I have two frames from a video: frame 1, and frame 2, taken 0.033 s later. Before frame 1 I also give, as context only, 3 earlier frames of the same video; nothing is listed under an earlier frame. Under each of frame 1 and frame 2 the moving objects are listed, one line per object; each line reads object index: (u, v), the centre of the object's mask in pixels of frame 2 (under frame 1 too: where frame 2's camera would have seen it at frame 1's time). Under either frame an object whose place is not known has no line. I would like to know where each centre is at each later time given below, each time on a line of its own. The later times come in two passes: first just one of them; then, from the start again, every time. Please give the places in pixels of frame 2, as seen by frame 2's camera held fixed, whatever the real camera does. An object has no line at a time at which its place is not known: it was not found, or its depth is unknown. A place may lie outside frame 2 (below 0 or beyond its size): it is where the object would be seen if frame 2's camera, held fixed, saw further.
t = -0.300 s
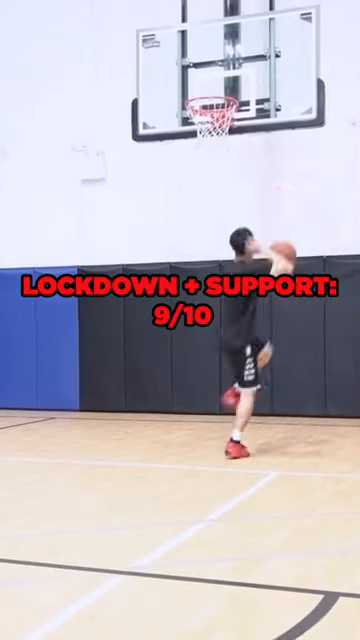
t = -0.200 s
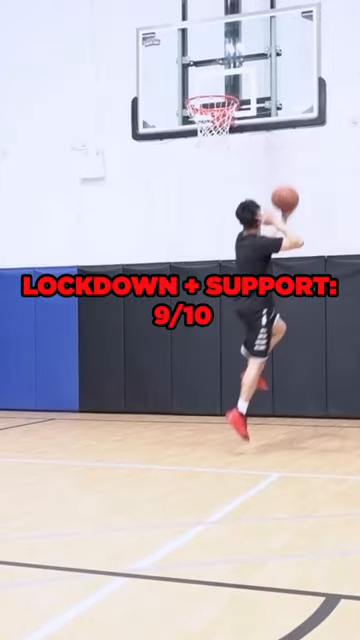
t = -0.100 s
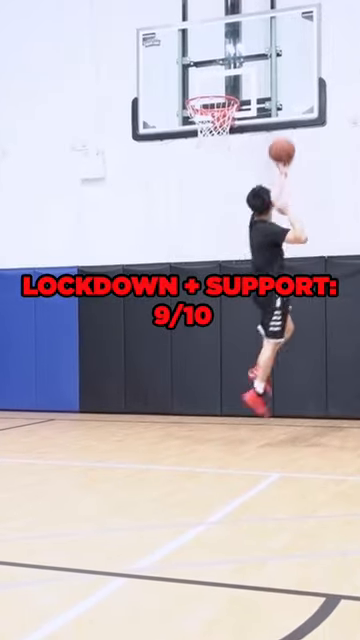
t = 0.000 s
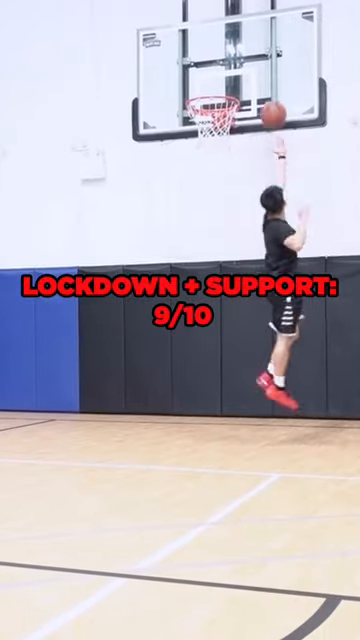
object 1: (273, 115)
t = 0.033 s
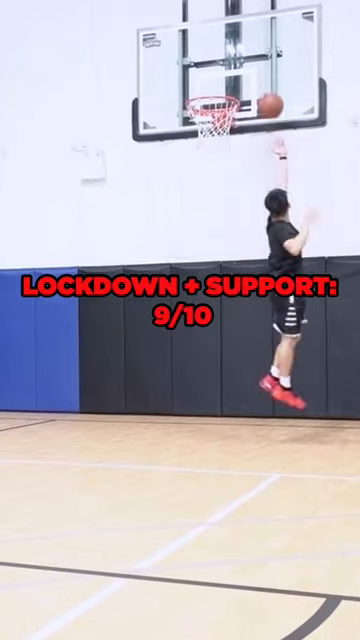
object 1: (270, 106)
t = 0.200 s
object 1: (256, 78)
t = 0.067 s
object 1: (267, 98)
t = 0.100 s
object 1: (265, 91)
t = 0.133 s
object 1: (262, 86)
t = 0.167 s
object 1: (259, 82)
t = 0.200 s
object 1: (256, 78)
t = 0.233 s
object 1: (253, 75)
